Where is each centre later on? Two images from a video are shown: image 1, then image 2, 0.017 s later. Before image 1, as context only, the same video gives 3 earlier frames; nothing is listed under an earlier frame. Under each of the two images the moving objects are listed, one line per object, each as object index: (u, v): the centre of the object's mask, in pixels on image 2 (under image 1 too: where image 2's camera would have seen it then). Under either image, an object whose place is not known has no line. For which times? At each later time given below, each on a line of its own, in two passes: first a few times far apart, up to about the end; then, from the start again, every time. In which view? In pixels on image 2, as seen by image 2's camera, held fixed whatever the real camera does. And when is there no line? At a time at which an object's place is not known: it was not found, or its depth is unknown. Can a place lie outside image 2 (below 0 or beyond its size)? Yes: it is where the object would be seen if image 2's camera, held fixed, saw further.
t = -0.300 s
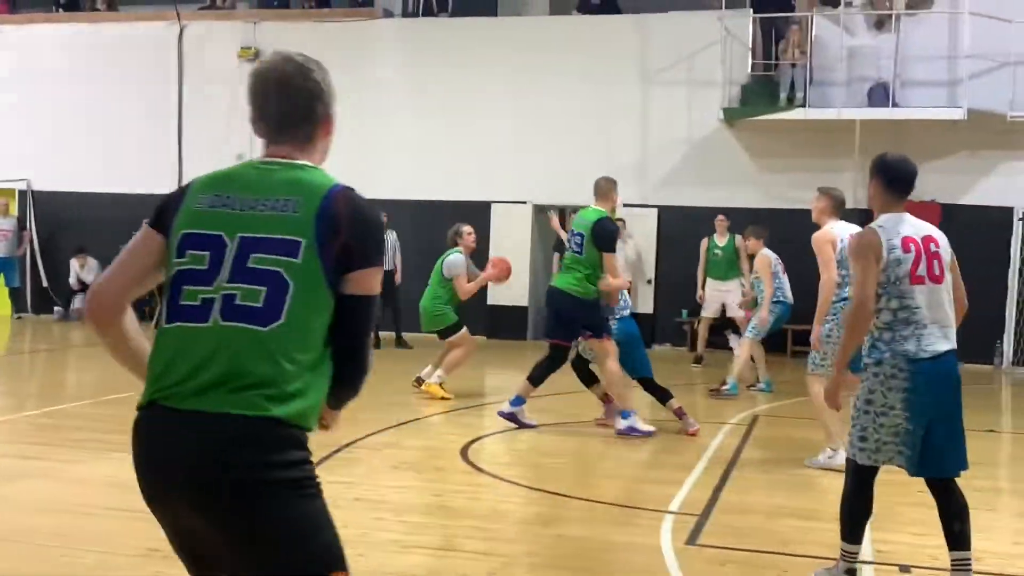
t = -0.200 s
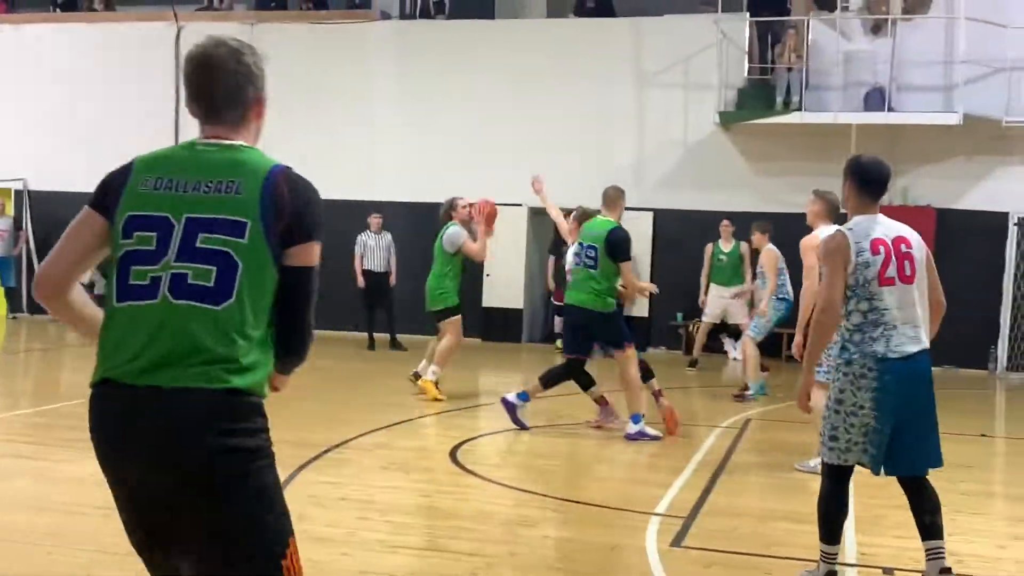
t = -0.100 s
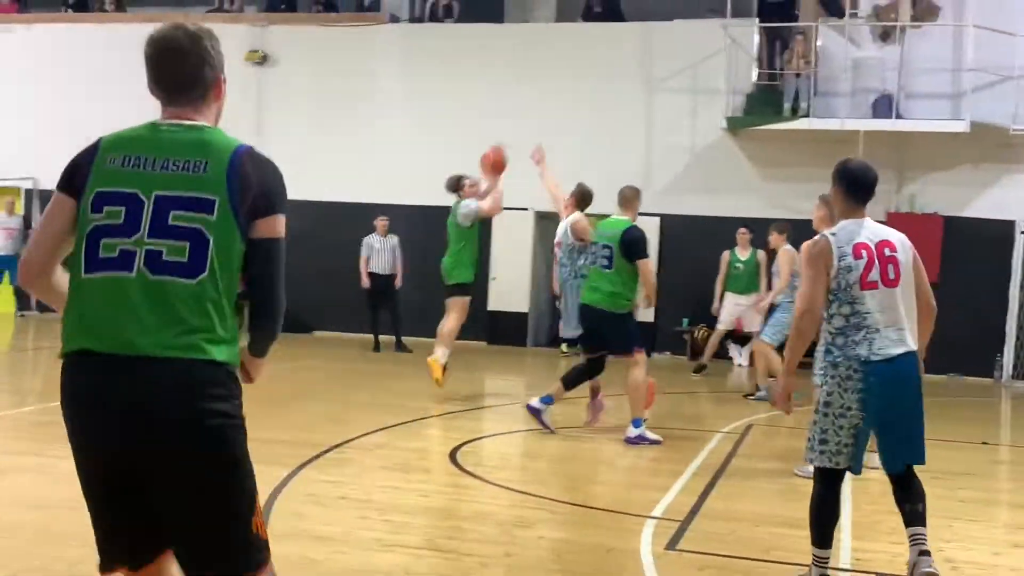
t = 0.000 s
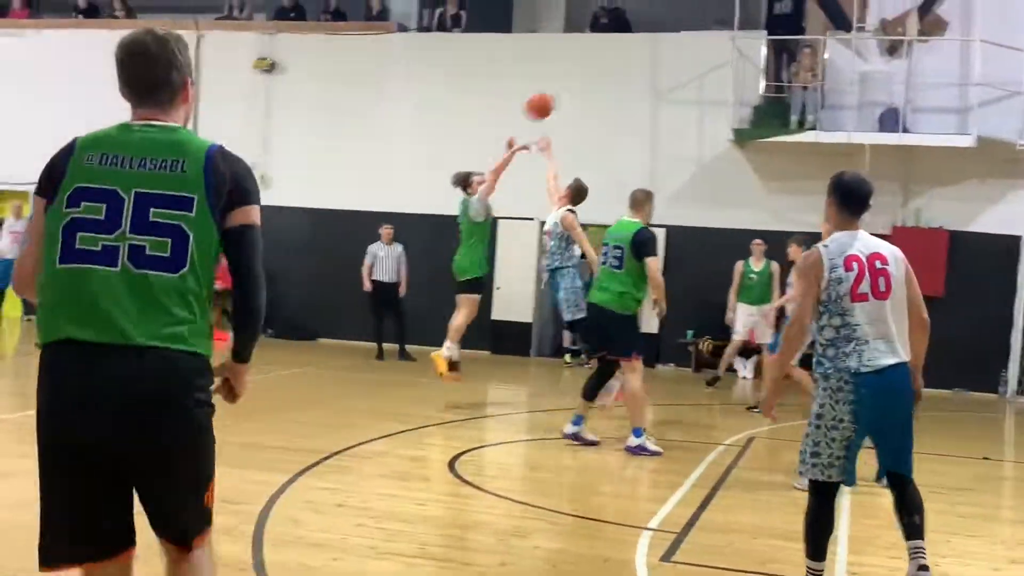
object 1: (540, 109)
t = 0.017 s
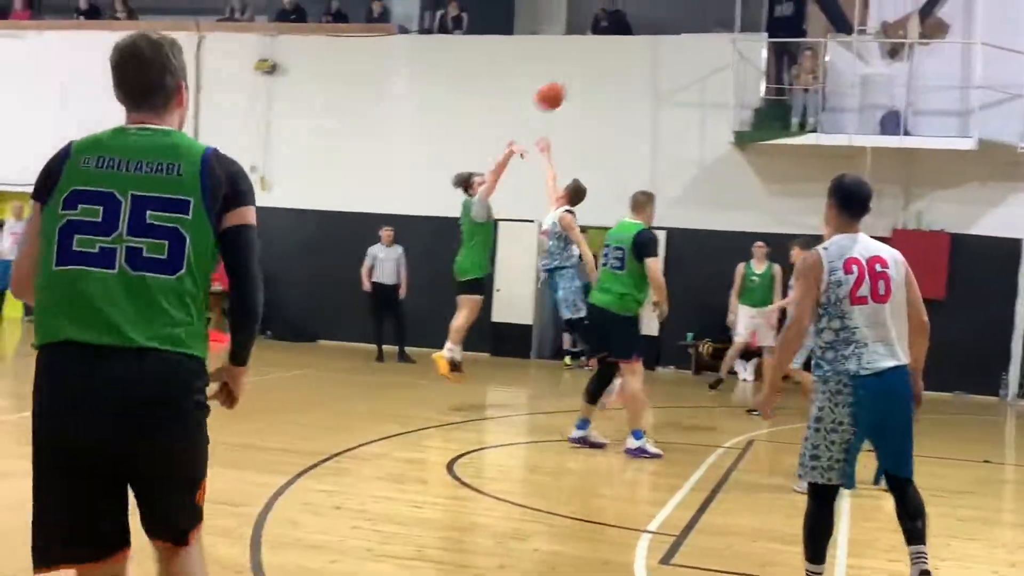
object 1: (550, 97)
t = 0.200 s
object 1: (663, -17)
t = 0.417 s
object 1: (815, -118)
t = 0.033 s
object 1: (561, 85)
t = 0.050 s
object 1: (570, 74)
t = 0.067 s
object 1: (581, 63)
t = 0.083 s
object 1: (591, 53)
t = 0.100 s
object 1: (601, 42)
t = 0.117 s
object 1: (613, 31)
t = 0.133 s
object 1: (621, 22)
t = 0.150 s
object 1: (631, 13)
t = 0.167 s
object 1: (641, 2)
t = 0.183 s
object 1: (652, -6)
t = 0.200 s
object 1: (663, -17)
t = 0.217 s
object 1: (675, -26)
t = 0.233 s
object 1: (685, -34)
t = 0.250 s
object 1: (697, -42)
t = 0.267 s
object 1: (709, -50)
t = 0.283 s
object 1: (720, -58)
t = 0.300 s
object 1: (731, -64)
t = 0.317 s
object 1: (741, -72)
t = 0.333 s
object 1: (754, -80)
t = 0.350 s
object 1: (766, -86)
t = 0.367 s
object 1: (777, -95)
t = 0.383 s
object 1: (790, -102)
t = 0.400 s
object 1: (800, -108)
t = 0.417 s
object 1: (815, -118)
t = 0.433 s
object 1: (824, -122)
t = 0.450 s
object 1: (835, -126)
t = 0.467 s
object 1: (848, -133)
